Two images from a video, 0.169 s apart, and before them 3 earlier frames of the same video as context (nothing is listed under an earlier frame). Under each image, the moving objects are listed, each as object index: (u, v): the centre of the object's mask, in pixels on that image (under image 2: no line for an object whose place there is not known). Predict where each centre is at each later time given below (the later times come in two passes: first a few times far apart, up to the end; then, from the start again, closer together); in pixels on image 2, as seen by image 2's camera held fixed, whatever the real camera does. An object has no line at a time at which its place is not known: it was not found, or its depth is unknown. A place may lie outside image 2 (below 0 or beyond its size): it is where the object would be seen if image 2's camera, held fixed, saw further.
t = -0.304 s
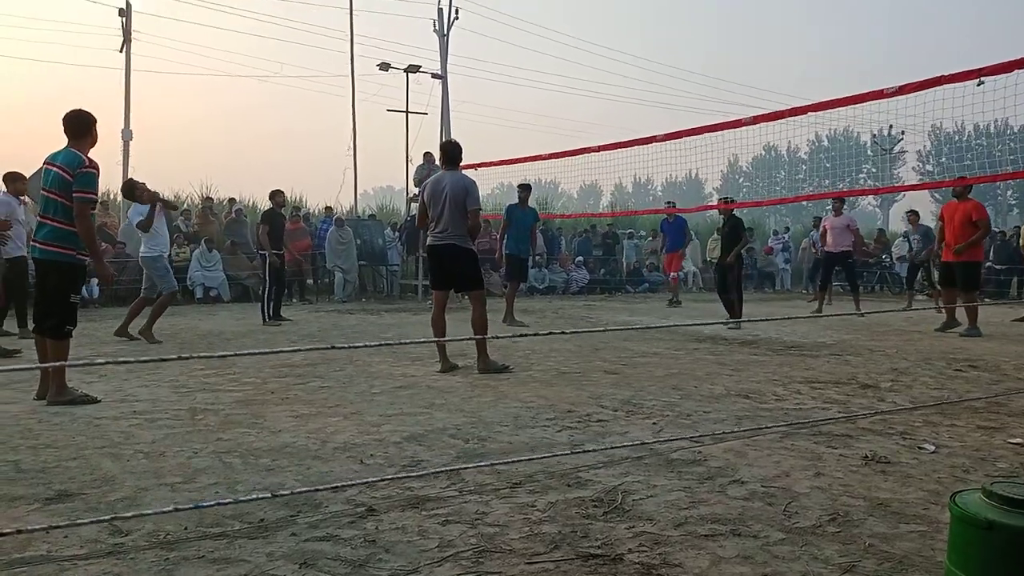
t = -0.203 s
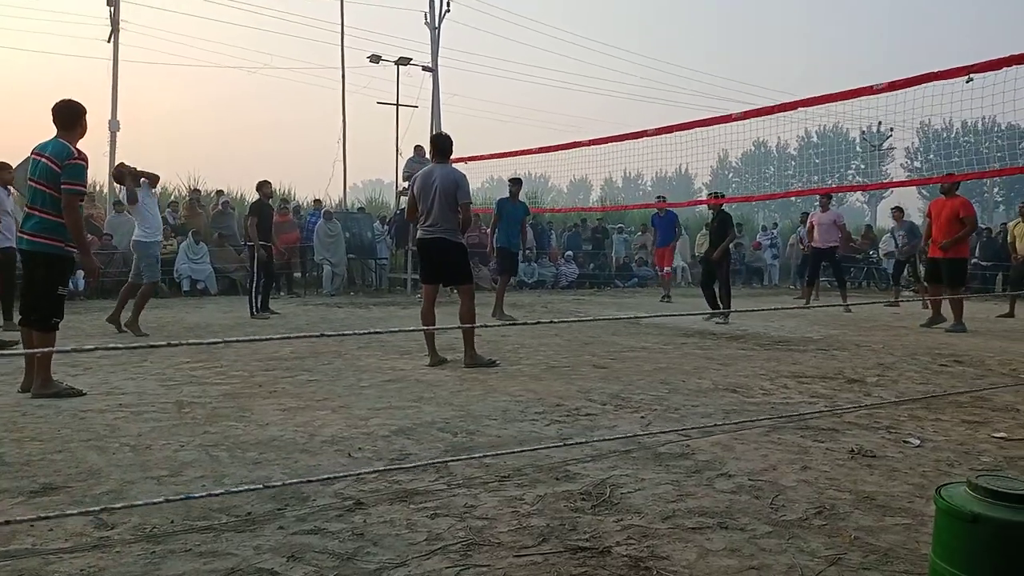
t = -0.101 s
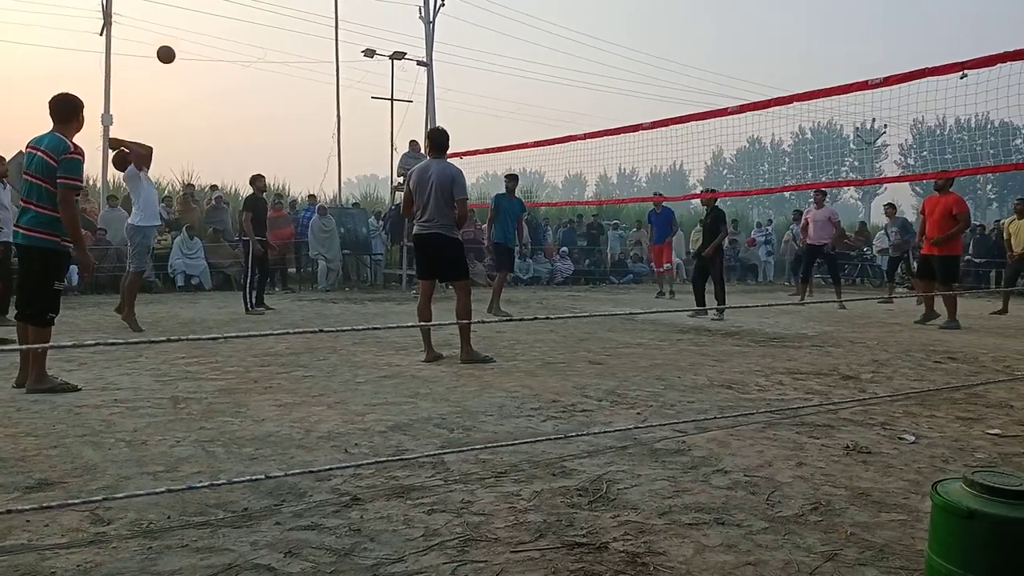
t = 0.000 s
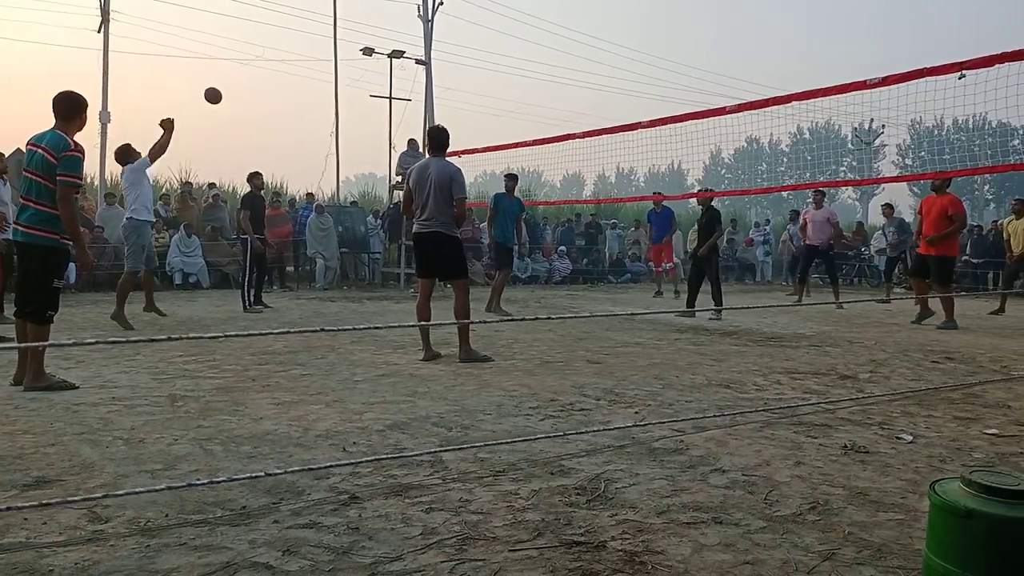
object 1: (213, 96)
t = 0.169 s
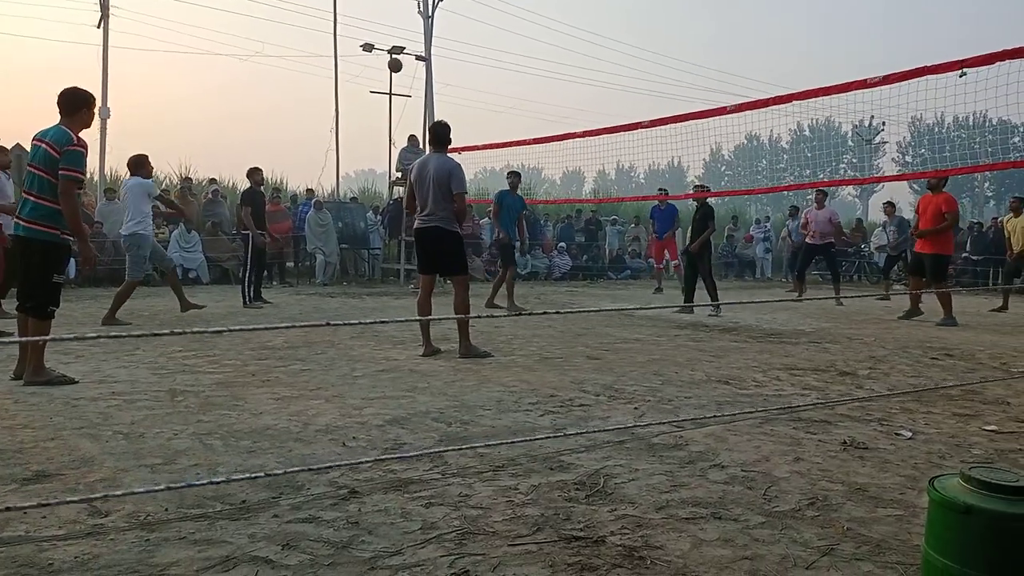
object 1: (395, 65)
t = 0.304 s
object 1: (506, 67)
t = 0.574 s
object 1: (673, 111)
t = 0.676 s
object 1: (721, 140)
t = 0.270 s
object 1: (481, 65)
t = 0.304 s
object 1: (506, 67)
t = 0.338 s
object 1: (531, 70)
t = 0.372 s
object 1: (554, 74)
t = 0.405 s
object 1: (576, 79)
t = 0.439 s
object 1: (598, 84)
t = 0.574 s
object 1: (673, 111)
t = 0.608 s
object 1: (690, 123)
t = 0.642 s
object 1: (706, 130)
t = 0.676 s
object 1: (721, 140)
